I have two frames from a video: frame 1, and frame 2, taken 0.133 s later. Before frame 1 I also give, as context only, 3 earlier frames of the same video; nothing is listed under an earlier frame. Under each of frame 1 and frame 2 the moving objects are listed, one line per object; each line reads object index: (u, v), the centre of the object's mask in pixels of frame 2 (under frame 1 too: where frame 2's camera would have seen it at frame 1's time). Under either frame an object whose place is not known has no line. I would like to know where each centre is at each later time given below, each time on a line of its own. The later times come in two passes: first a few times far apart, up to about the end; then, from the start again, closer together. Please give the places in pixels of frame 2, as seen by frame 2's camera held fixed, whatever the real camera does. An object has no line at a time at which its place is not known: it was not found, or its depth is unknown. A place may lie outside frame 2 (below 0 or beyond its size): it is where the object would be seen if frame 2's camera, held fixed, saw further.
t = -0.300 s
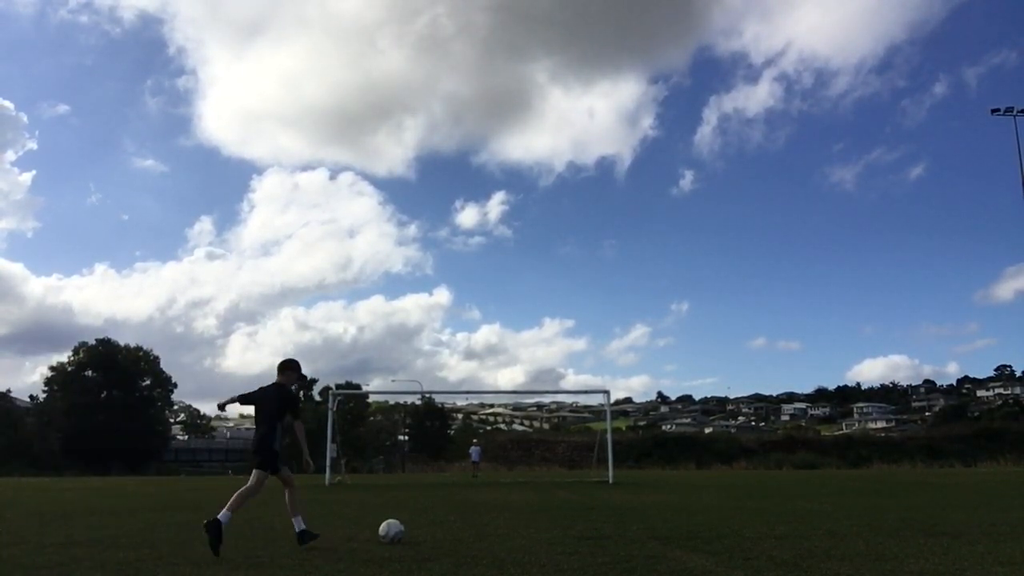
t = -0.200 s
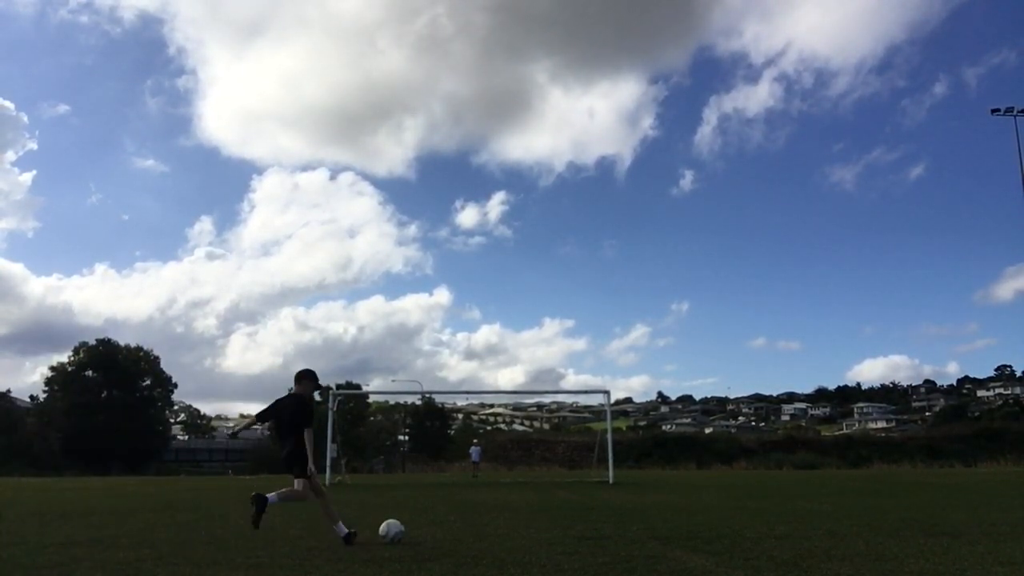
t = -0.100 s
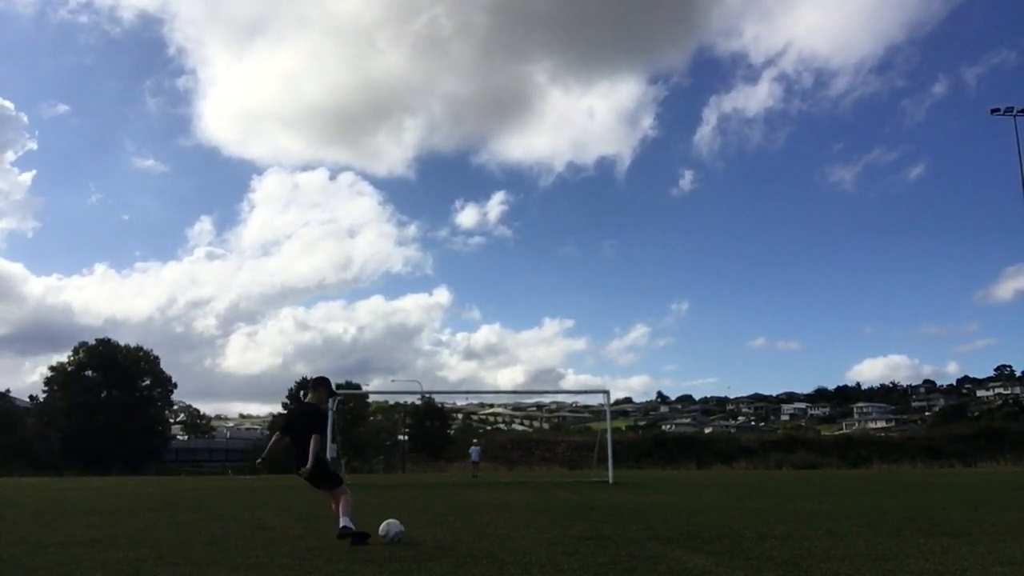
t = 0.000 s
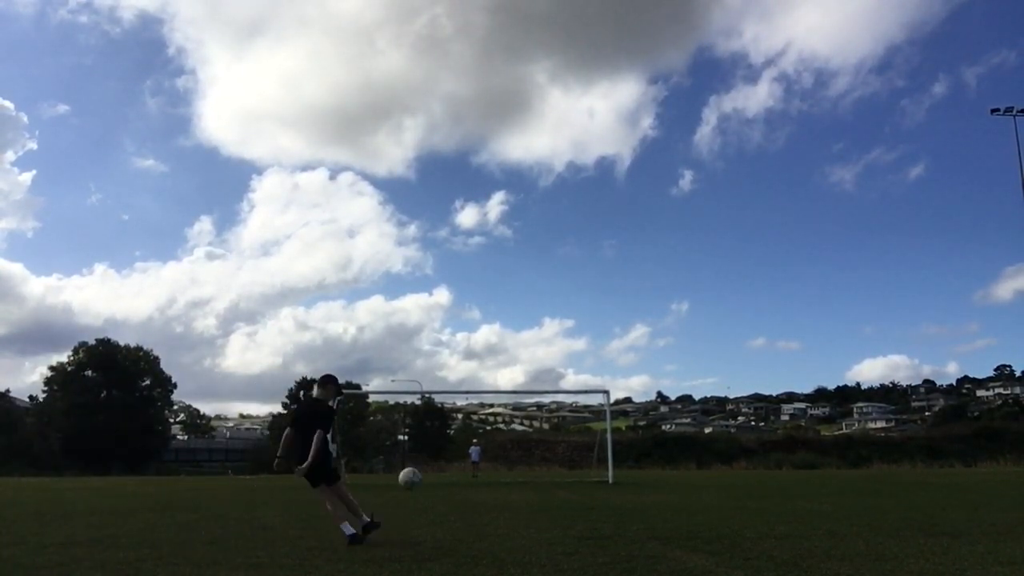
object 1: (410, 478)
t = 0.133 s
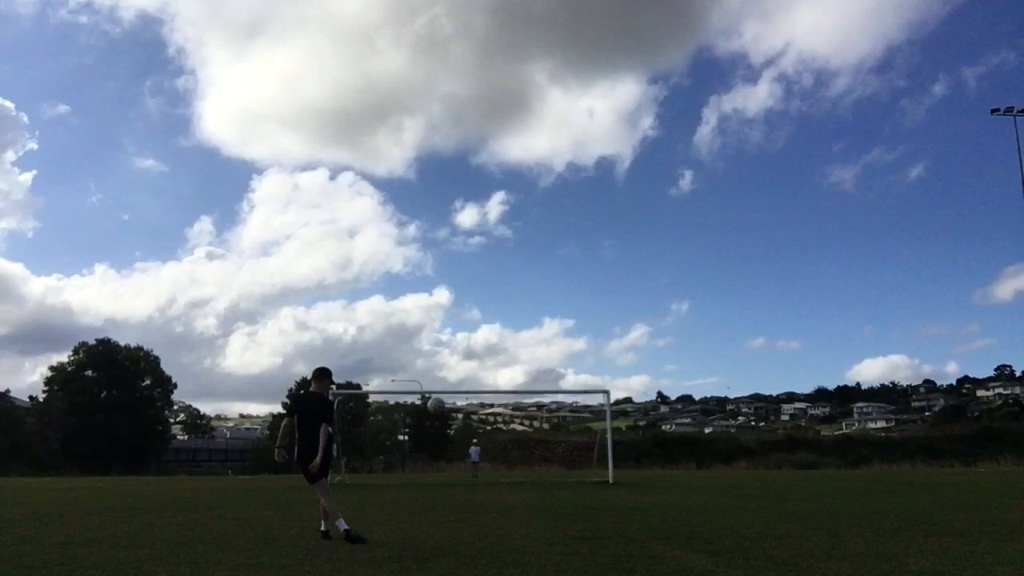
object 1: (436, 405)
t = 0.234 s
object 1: (448, 374)
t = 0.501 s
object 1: (468, 343)
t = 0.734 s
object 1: (475, 349)
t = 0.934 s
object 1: (479, 366)
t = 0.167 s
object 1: (441, 393)
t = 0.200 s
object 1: (445, 383)
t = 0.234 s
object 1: (448, 374)
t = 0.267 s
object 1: (452, 367)
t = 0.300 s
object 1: (455, 361)
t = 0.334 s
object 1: (457, 356)
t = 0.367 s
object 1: (460, 352)
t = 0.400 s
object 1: (462, 349)
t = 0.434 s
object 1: (464, 346)
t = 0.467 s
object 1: (466, 345)
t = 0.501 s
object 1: (468, 343)
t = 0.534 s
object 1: (469, 343)
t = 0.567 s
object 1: (470, 343)
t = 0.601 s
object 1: (471, 343)
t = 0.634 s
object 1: (473, 344)
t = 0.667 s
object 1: (474, 345)
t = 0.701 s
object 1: (474, 347)
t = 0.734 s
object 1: (475, 349)
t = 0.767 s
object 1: (476, 351)
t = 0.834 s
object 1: (477, 356)
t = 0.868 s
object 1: (478, 359)
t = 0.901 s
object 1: (479, 363)
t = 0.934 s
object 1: (479, 366)
